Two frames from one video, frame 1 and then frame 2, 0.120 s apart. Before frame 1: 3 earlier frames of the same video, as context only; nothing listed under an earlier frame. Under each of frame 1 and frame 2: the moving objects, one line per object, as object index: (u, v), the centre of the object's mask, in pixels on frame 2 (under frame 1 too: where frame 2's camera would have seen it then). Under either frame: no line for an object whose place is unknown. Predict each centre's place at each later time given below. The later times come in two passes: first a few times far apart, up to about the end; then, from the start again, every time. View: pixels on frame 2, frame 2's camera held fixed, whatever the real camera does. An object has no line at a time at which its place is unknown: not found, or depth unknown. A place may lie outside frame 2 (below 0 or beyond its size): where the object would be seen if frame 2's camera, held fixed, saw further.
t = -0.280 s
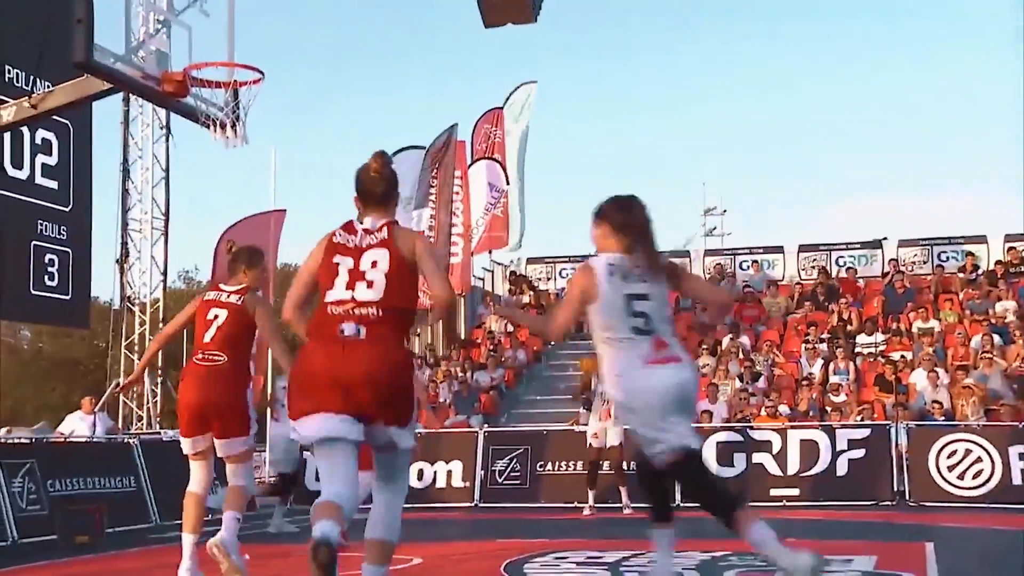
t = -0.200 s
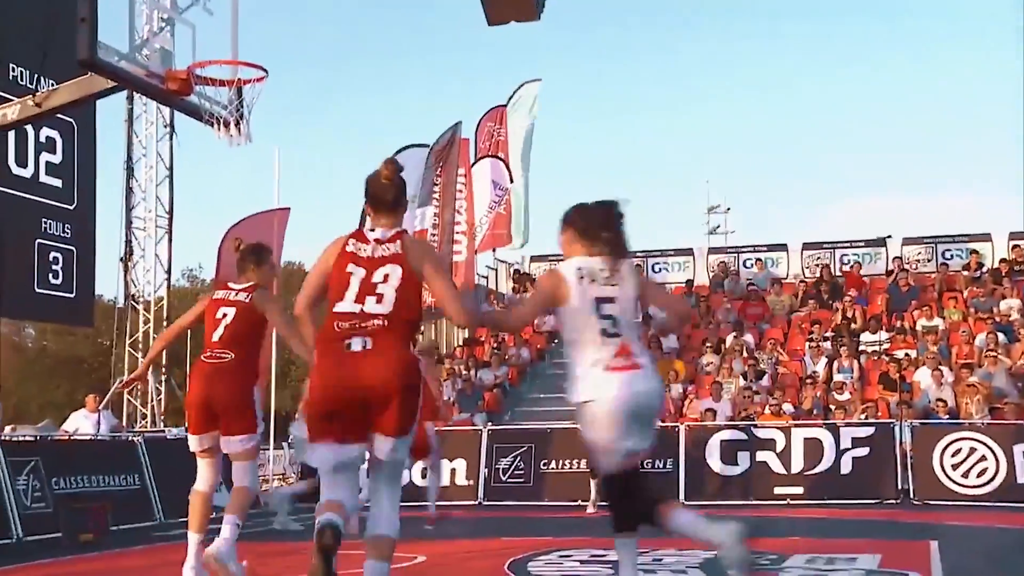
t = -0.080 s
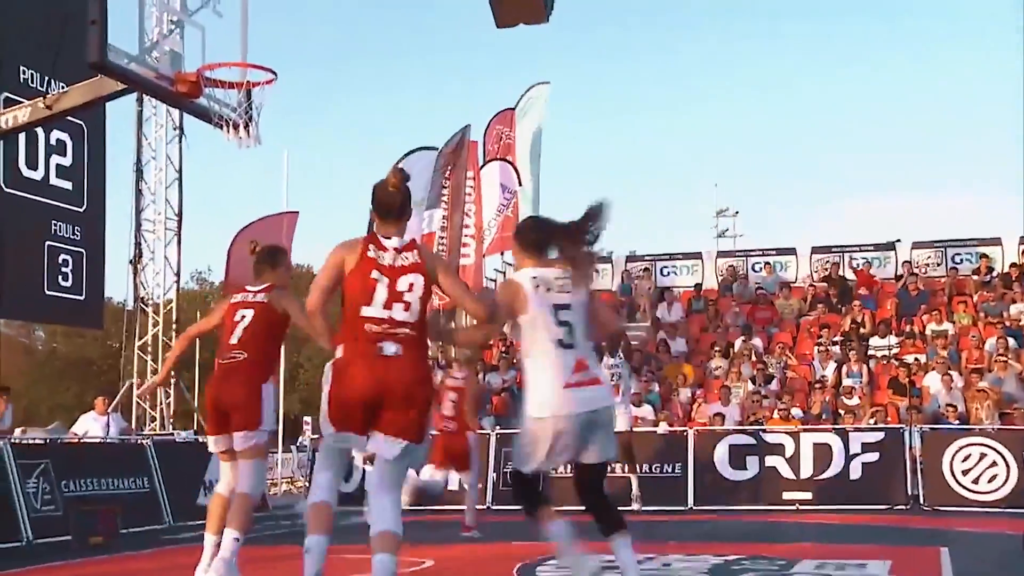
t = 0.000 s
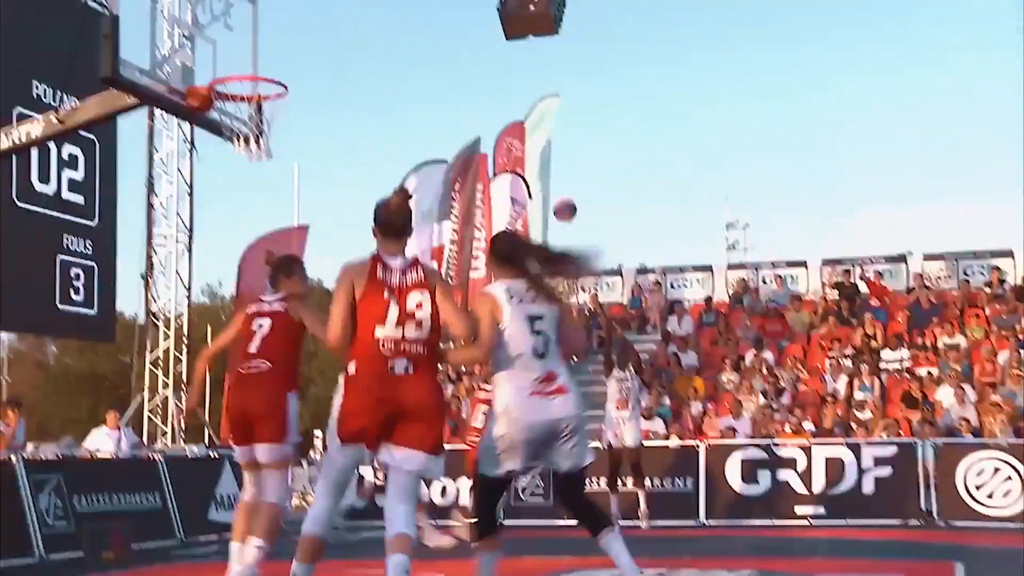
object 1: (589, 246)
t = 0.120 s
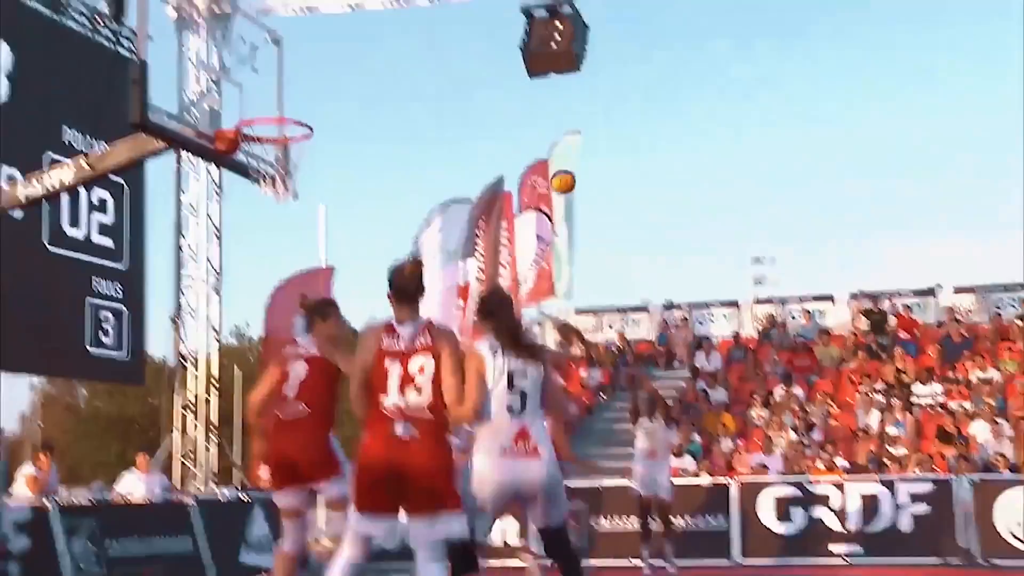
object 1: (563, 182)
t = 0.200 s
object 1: (544, 143)
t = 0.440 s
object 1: (484, 59)
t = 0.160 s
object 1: (554, 162)
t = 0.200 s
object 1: (544, 143)
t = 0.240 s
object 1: (534, 126)
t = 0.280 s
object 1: (525, 109)
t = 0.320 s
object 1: (515, 95)
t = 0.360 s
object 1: (505, 81)
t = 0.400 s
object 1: (495, 69)
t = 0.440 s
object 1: (484, 59)
